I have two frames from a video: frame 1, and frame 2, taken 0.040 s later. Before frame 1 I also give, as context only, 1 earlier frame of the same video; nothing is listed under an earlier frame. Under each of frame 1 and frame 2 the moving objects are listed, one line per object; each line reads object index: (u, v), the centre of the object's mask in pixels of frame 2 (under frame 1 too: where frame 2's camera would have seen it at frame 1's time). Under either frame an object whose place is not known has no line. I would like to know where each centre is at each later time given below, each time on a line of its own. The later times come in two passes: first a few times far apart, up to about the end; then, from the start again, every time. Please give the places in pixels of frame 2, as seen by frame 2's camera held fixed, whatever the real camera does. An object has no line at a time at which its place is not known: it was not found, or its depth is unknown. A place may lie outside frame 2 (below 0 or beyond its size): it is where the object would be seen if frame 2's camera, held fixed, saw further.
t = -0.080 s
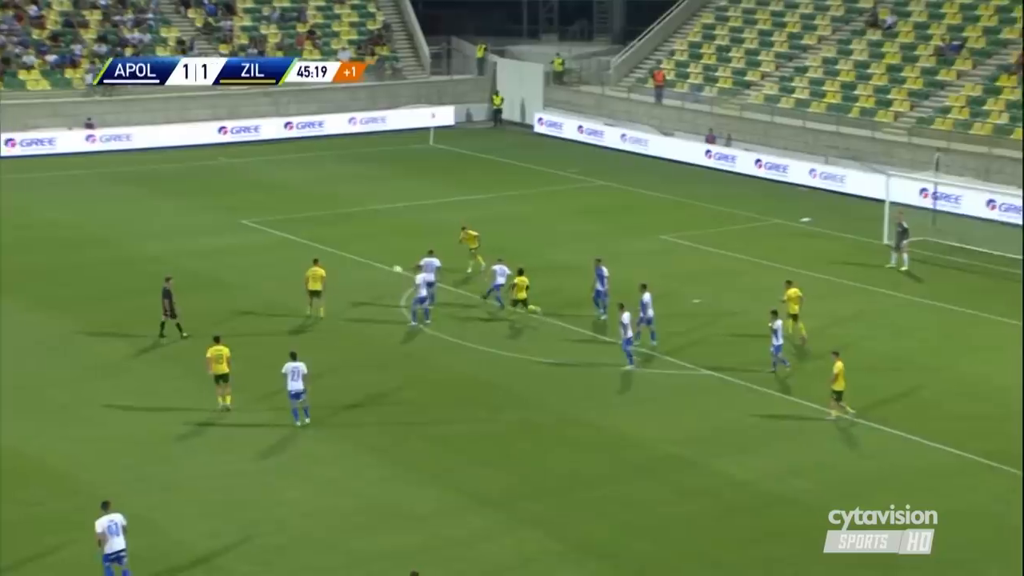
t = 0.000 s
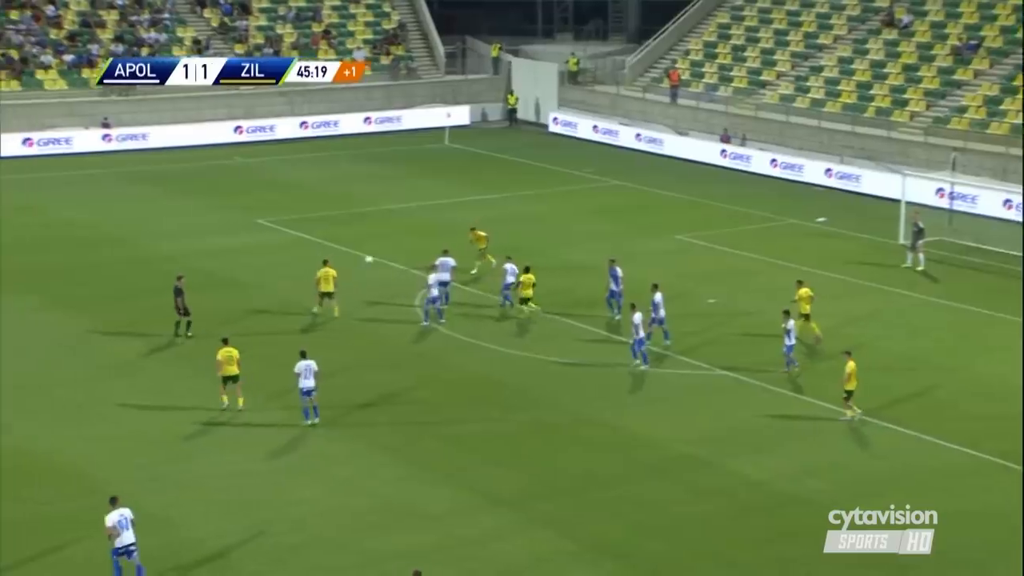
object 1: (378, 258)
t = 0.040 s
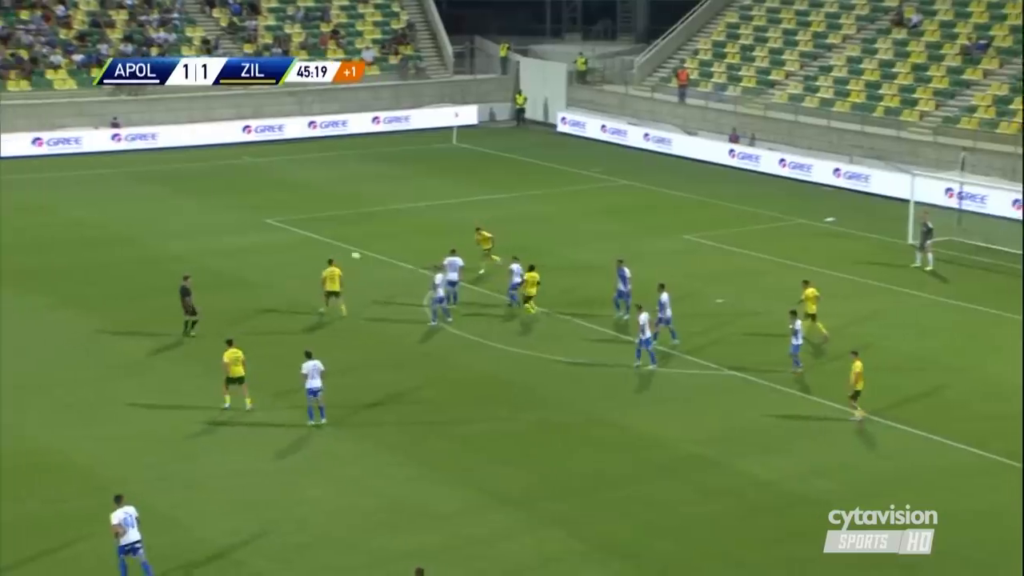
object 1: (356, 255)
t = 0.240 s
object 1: (249, 247)
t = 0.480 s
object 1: (127, 259)
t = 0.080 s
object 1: (334, 252)
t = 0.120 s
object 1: (313, 250)
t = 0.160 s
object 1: (291, 248)
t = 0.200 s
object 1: (270, 247)
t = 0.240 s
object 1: (249, 247)
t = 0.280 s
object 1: (229, 248)
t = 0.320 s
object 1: (208, 249)
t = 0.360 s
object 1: (187, 250)
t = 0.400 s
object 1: (167, 253)
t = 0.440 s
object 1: (147, 256)
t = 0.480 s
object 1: (127, 259)
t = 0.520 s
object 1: (108, 263)
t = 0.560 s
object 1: (88, 268)
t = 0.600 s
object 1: (69, 273)
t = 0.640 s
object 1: (50, 279)
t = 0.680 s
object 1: (31, 285)
